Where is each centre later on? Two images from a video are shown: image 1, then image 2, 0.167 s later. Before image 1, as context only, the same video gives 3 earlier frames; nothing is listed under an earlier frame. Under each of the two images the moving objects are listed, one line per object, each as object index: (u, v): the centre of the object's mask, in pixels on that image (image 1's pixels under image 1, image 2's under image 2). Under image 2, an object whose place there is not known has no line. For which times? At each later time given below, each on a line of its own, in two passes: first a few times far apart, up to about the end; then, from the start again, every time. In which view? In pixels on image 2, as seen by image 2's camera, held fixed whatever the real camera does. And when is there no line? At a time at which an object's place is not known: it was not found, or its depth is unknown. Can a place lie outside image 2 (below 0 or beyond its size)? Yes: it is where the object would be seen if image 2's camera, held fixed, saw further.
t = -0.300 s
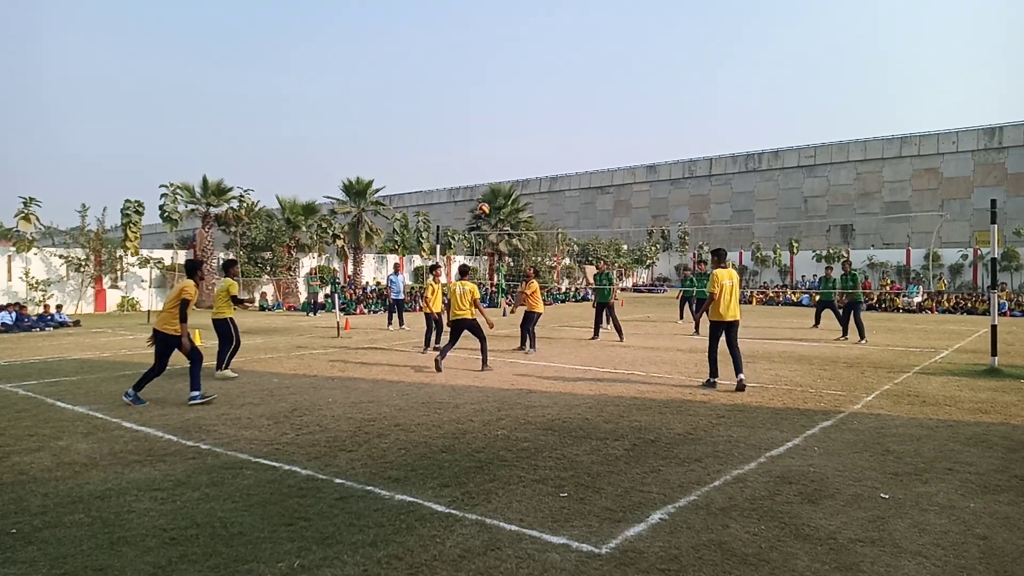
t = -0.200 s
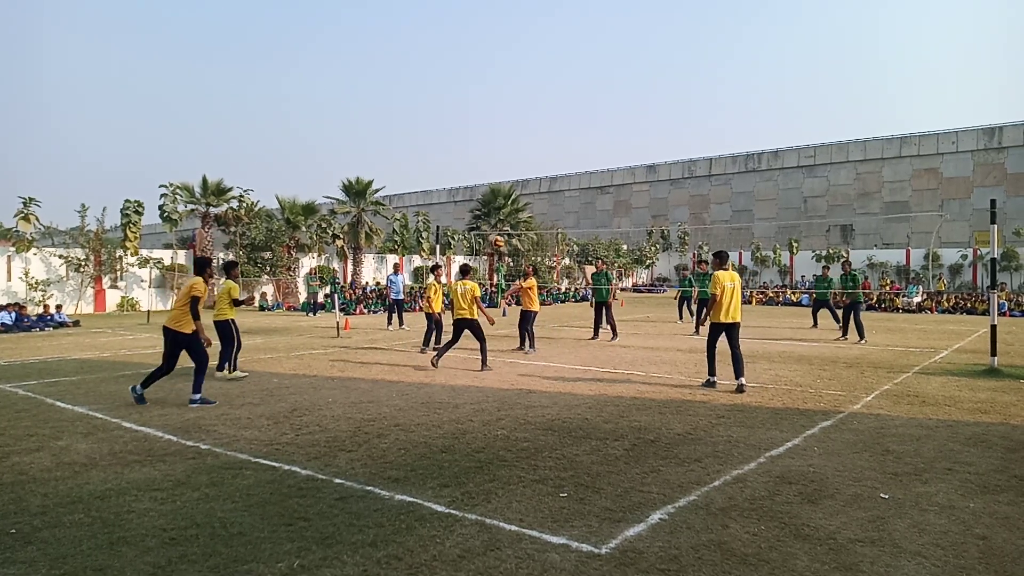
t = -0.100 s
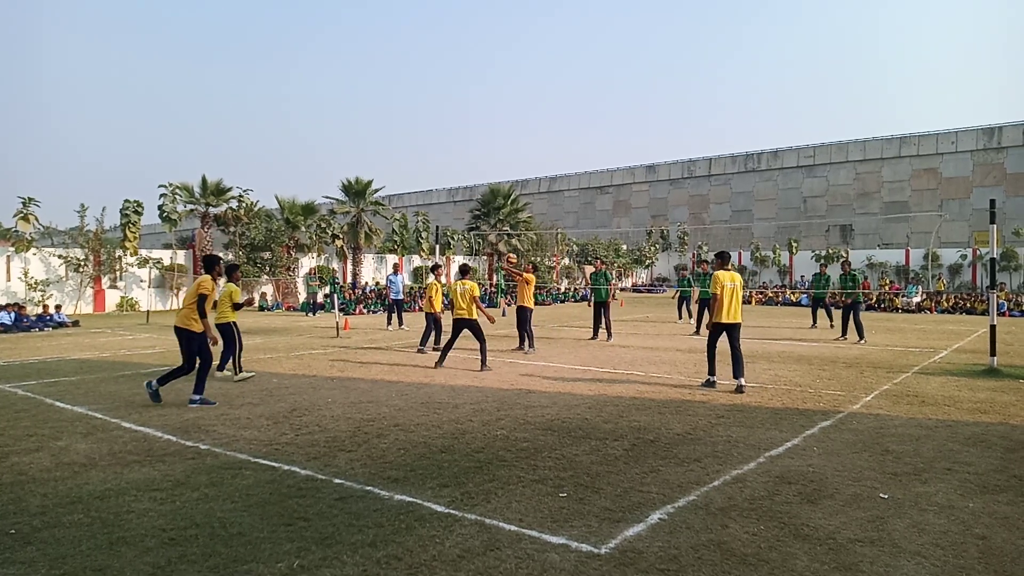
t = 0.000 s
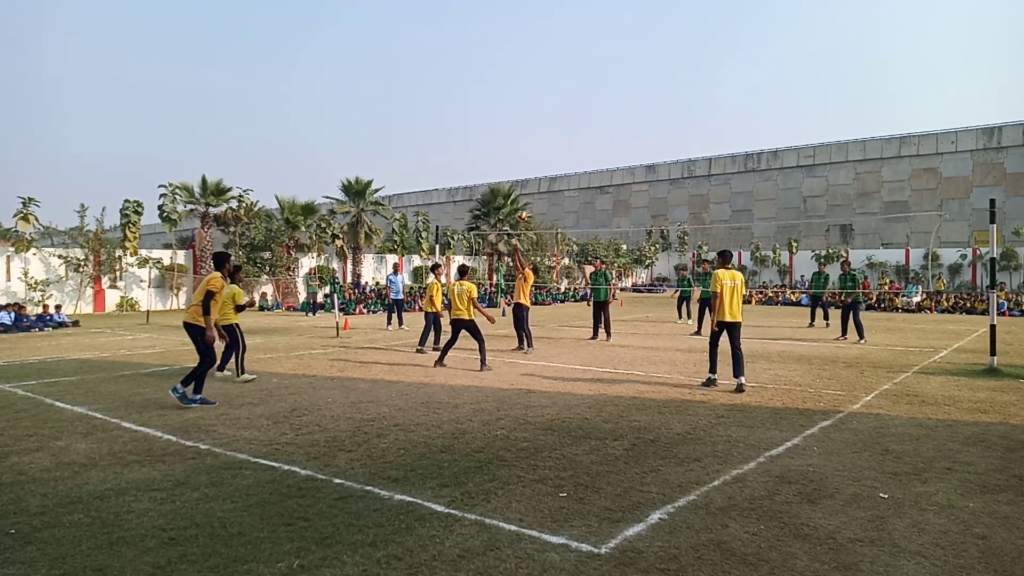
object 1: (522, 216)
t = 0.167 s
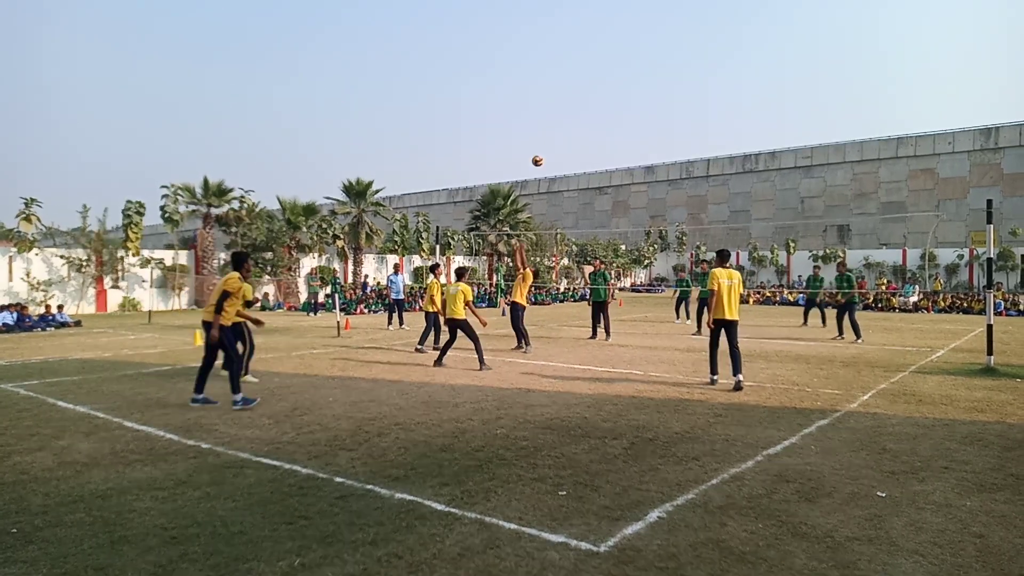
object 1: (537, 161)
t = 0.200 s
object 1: (541, 152)
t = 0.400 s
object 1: (559, 110)
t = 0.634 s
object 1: (580, 91)
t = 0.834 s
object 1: (596, 96)
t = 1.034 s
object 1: (610, 119)
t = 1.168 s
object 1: (619, 143)
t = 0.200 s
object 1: (541, 152)
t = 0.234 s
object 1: (543, 144)
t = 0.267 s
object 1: (547, 136)
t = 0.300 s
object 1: (550, 128)
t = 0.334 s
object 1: (553, 121)
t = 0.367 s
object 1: (556, 116)
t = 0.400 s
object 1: (559, 110)
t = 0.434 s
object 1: (562, 106)
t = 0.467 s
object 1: (566, 102)
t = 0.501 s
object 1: (568, 99)
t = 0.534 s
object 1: (571, 96)
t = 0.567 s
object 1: (574, 94)
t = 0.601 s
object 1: (577, 92)
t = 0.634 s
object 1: (580, 91)
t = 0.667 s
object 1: (582, 90)
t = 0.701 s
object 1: (585, 90)
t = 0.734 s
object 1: (588, 91)
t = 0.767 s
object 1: (591, 92)
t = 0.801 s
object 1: (593, 94)
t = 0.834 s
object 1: (596, 96)
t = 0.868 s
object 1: (598, 99)
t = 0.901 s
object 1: (600, 102)
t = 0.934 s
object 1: (603, 105)
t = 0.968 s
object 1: (605, 109)
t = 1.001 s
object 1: (607, 114)
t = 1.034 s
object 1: (610, 119)
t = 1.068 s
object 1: (612, 124)
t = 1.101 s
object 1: (614, 130)
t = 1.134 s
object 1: (617, 137)
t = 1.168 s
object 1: (619, 143)
